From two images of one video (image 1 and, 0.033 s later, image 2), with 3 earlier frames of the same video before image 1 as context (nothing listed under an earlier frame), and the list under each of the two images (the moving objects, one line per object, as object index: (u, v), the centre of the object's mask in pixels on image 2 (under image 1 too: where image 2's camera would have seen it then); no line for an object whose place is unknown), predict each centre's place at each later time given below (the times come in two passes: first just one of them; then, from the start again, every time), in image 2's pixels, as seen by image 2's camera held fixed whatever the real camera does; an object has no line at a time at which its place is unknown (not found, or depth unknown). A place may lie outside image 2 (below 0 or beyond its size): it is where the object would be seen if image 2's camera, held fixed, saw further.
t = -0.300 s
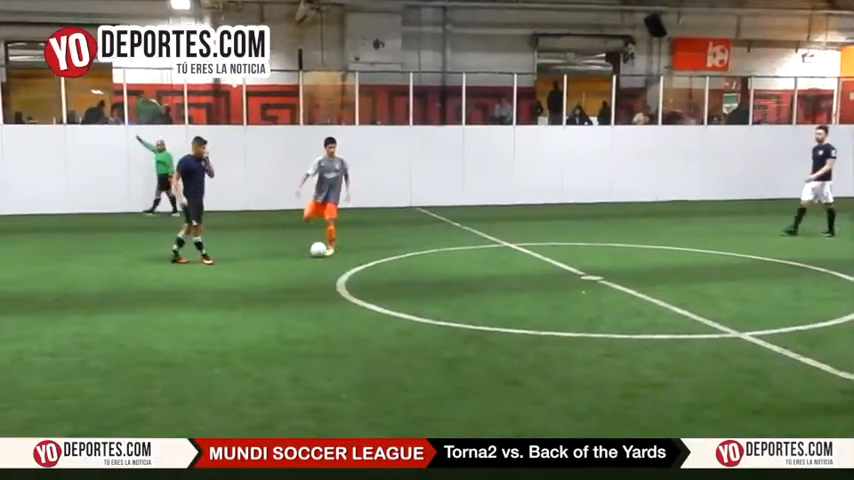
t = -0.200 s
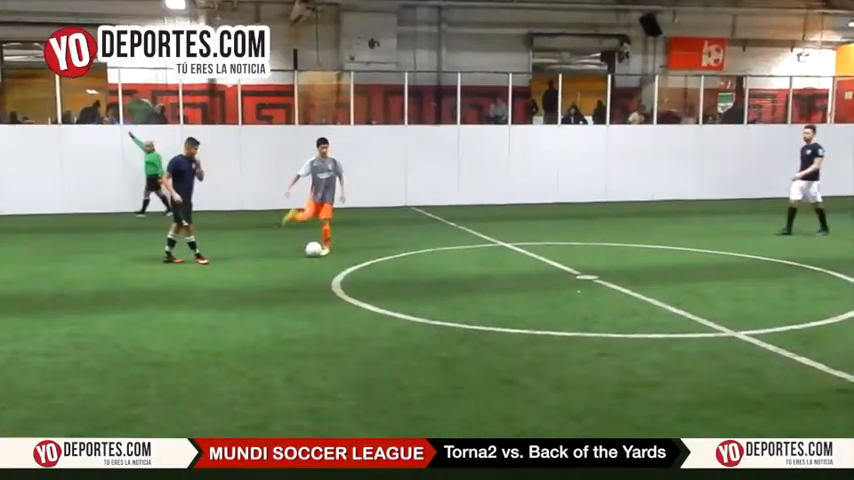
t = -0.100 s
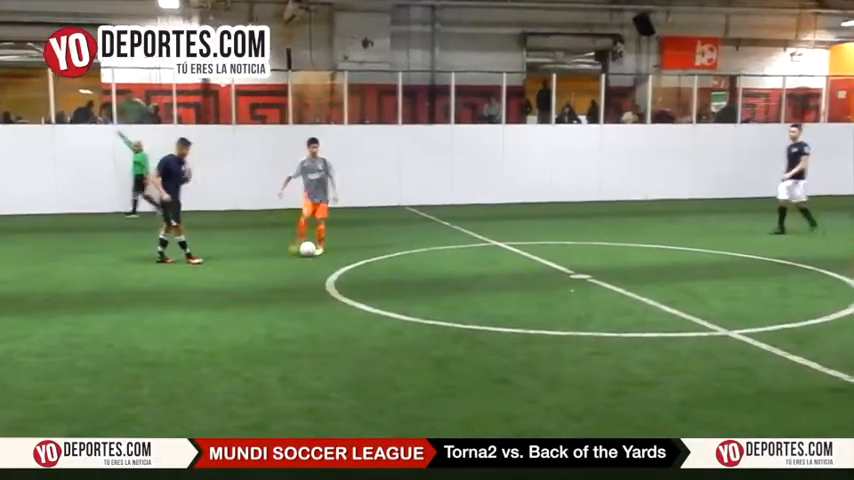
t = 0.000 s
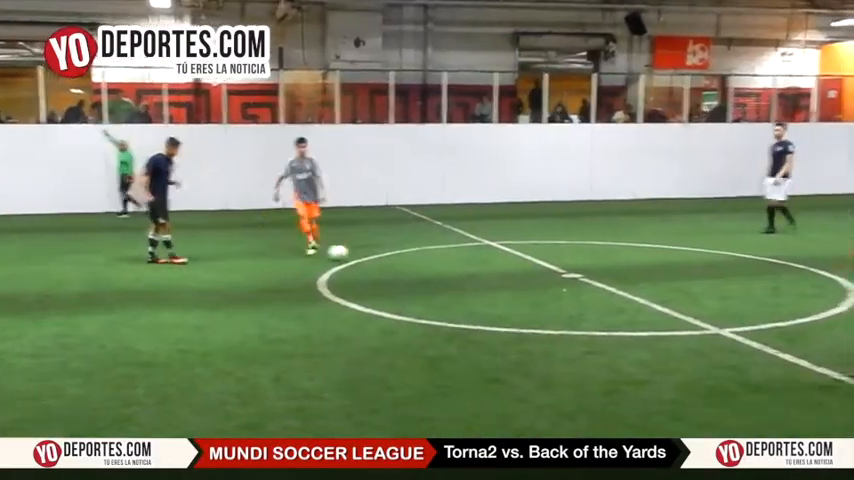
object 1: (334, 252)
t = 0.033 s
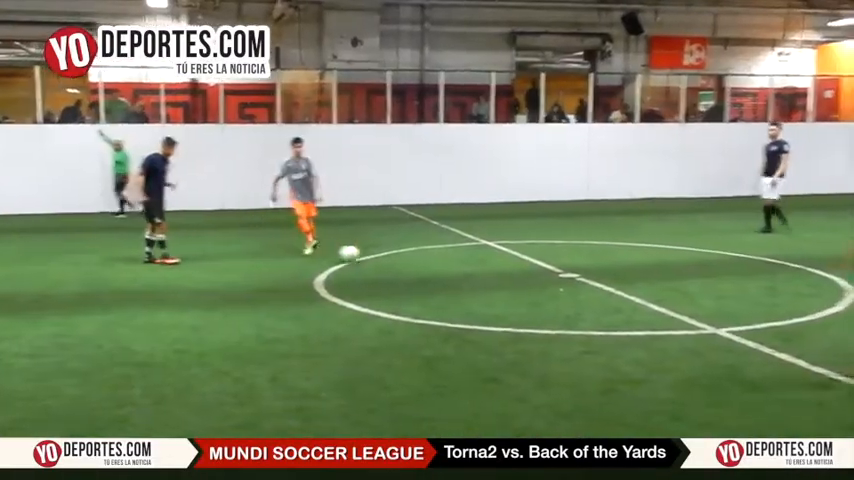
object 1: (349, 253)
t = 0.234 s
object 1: (433, 263)
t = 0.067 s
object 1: (363, 254)
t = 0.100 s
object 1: (378, 257)
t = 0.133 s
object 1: (392, 259)
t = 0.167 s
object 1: (406, 259)
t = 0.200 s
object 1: (419, 261)
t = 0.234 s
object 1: (433, 263)
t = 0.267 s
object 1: (447, 264)
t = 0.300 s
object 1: (460, 266)
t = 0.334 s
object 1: (473, 267)
